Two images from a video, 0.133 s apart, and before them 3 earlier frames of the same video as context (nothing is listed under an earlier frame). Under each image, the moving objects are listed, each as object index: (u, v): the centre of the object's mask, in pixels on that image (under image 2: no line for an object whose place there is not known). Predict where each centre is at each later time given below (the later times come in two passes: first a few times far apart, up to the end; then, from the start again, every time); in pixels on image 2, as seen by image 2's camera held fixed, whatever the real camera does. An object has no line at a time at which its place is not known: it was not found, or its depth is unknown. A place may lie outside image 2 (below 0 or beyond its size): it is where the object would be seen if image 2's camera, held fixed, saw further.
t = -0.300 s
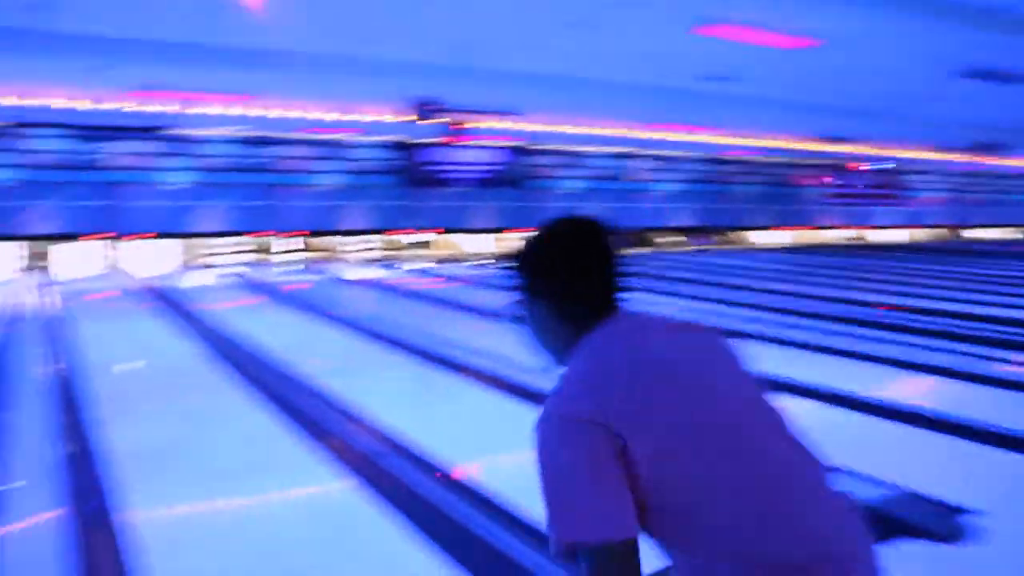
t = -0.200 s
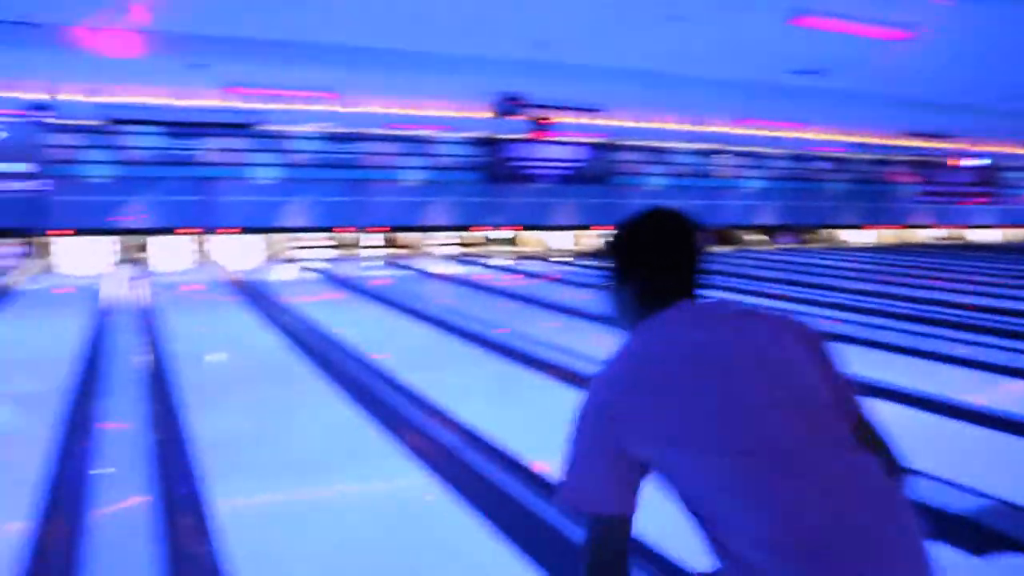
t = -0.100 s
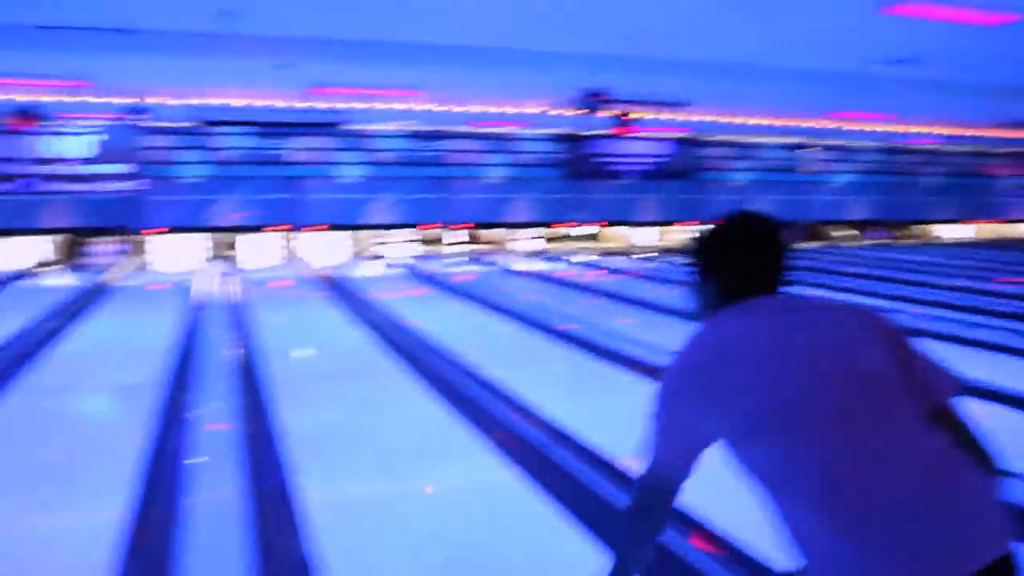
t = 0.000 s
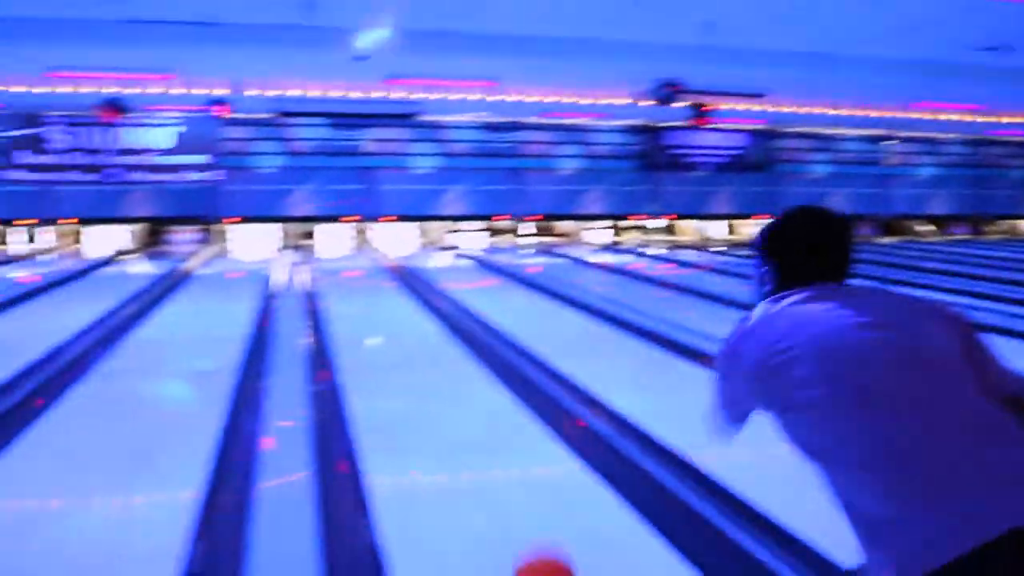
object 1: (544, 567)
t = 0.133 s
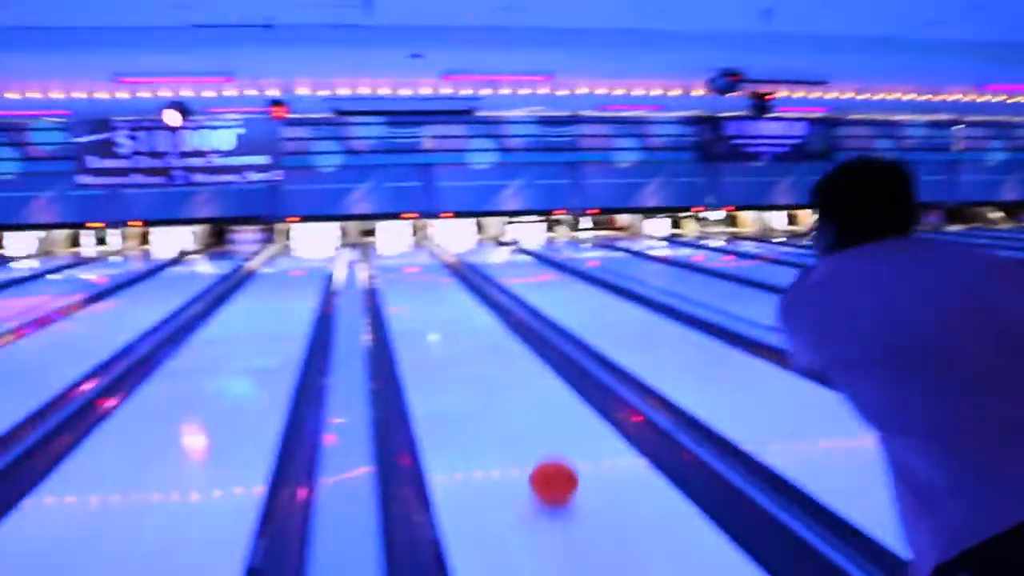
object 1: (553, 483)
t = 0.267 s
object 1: (520, 423)
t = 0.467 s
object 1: (490, 369)
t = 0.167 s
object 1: (543, 466)
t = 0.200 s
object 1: (534, 450)
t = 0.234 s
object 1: (526, 436)
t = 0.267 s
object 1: (520, 423)
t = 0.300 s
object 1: (513, 411)
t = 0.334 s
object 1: (508, 401)
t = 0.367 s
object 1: (503, 391)
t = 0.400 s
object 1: (499, 383)
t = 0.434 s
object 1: (494, 375)
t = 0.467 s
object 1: (490, 369)
